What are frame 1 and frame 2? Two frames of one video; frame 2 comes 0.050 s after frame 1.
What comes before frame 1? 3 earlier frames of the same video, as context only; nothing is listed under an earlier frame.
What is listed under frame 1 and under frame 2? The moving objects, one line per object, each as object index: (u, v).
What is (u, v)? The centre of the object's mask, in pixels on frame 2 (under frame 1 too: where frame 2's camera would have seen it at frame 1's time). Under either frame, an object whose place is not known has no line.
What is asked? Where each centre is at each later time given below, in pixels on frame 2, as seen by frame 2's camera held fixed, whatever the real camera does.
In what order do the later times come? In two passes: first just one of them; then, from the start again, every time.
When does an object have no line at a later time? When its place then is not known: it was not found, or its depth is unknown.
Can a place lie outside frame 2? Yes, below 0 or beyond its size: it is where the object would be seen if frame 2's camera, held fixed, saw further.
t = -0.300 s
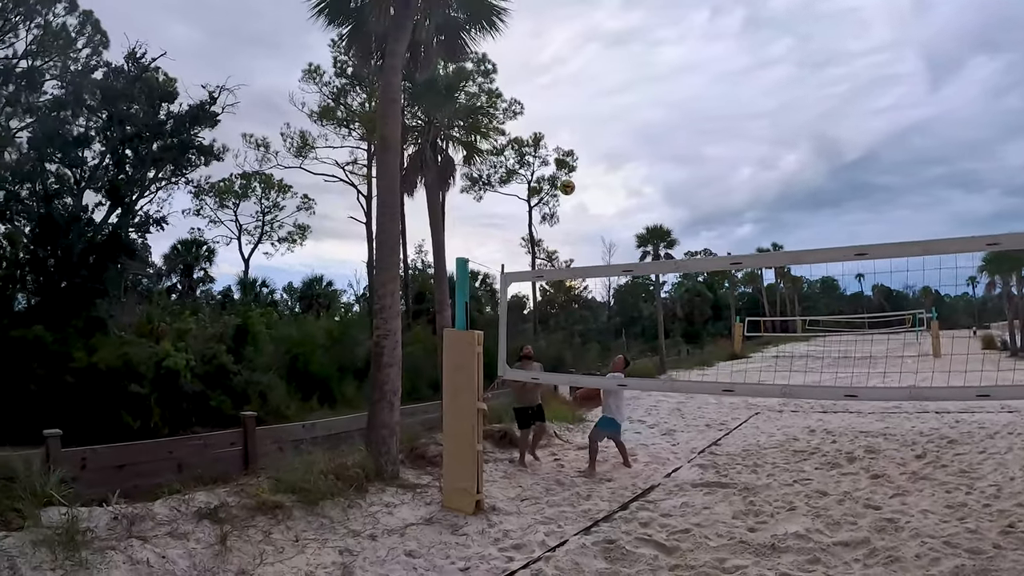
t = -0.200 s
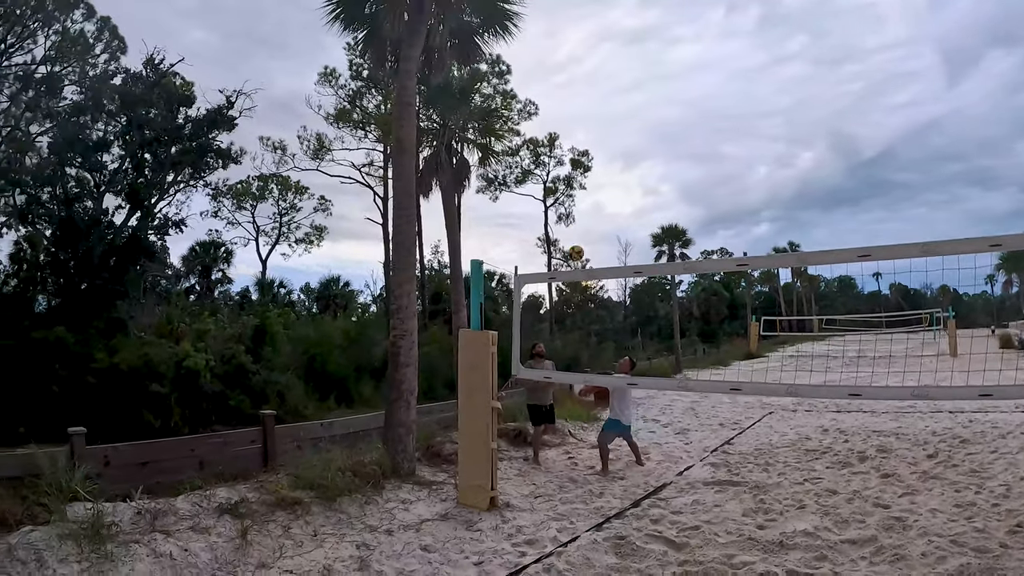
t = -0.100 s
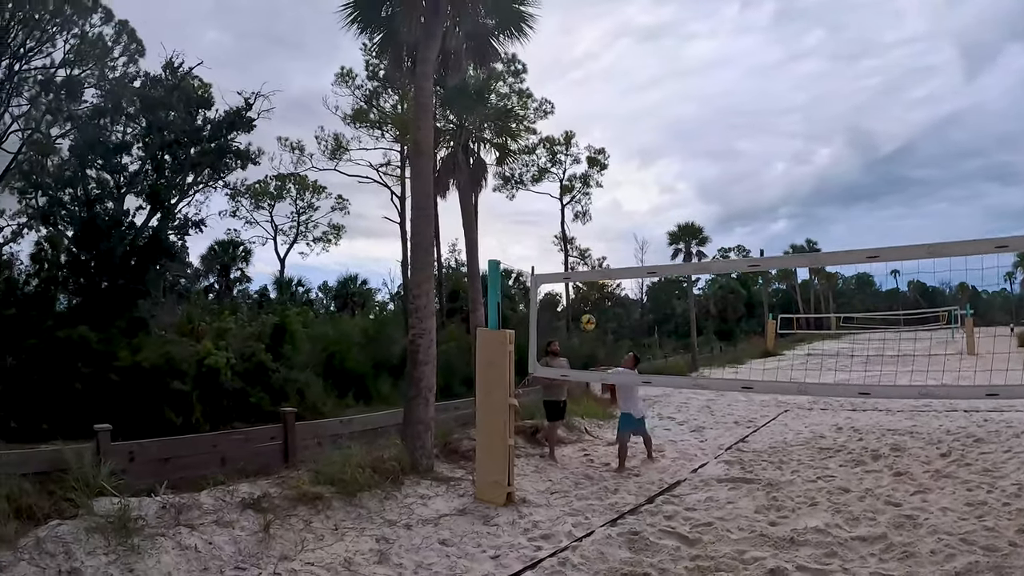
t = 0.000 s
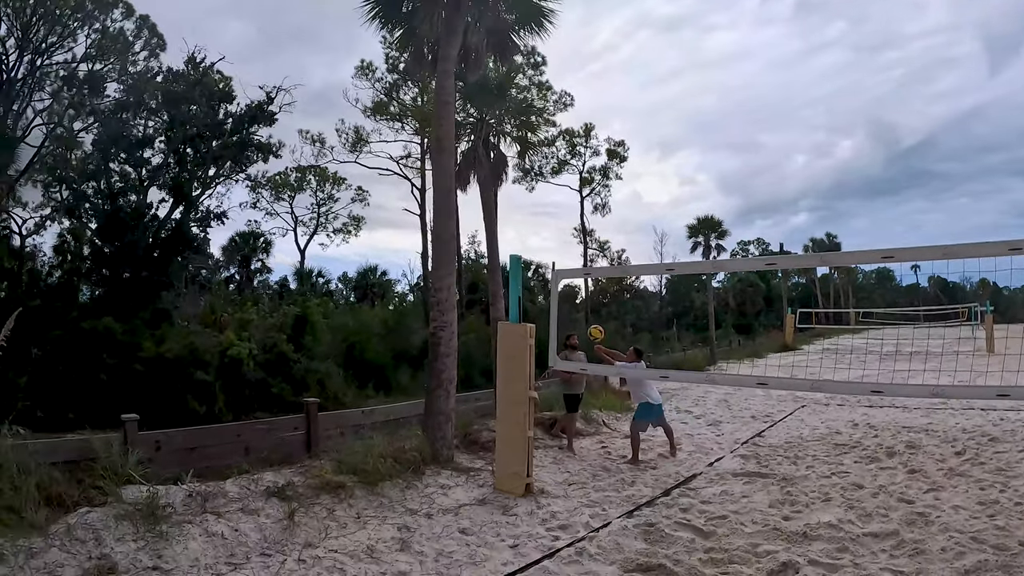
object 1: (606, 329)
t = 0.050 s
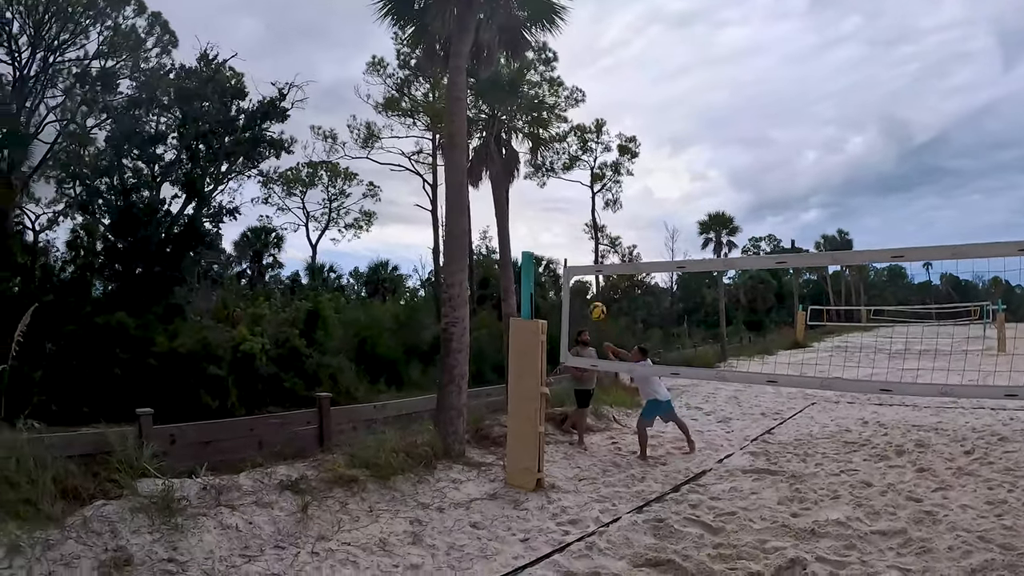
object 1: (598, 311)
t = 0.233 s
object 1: (554, 238)
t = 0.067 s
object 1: (594, 304)
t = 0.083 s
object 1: (590, 299)
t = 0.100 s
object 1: (587, 291)
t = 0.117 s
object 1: (584, 286)
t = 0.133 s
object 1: (581, 281)
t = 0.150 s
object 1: (579, 277)
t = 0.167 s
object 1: (571, 260)
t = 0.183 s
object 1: (567, 257)
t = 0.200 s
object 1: (563, 252)
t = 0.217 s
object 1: (559, 245)
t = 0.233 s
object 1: (554, 238)
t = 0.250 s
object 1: (549, 232)
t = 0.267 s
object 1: (544, 226)
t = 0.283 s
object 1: (538, 219)
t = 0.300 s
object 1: (532, 213)
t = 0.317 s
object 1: (526, 207)
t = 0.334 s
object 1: (520, 201)
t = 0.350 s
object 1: (515, 195)
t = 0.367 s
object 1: (509, 190)
